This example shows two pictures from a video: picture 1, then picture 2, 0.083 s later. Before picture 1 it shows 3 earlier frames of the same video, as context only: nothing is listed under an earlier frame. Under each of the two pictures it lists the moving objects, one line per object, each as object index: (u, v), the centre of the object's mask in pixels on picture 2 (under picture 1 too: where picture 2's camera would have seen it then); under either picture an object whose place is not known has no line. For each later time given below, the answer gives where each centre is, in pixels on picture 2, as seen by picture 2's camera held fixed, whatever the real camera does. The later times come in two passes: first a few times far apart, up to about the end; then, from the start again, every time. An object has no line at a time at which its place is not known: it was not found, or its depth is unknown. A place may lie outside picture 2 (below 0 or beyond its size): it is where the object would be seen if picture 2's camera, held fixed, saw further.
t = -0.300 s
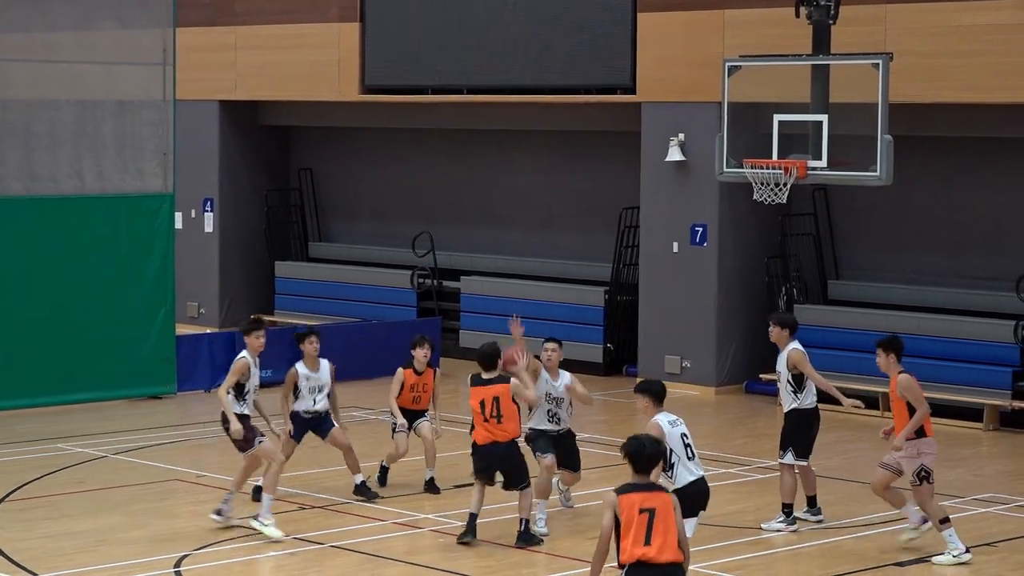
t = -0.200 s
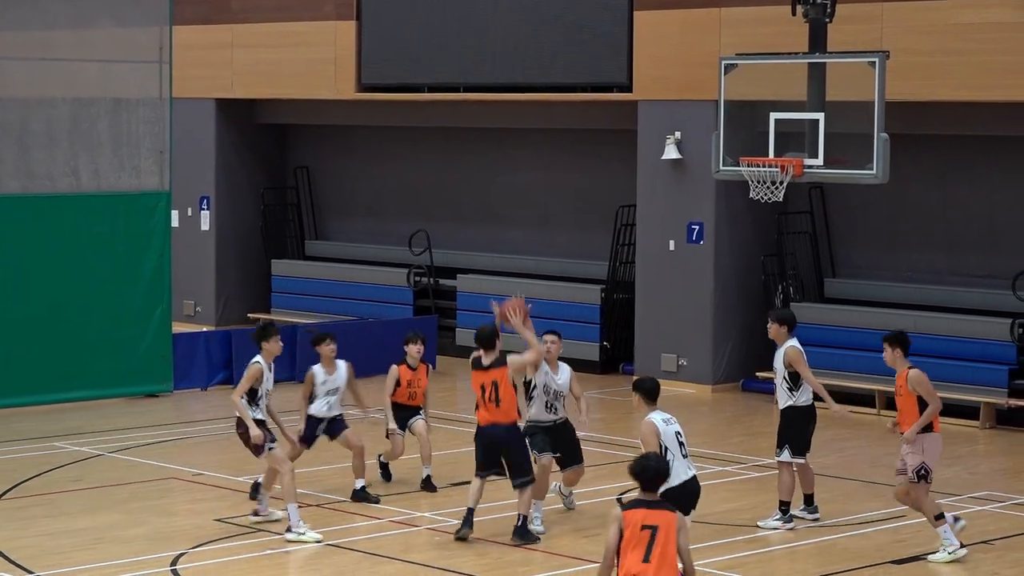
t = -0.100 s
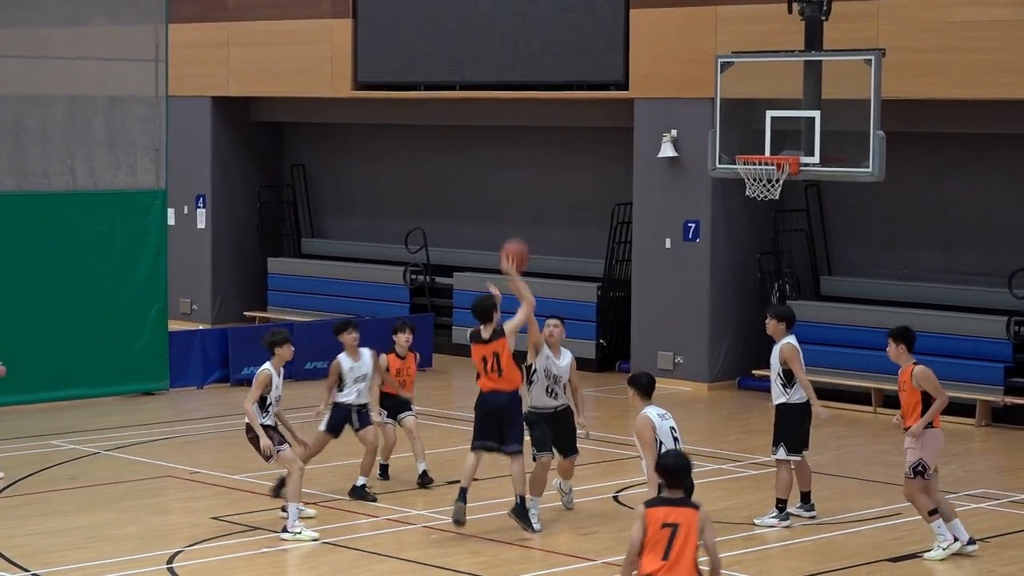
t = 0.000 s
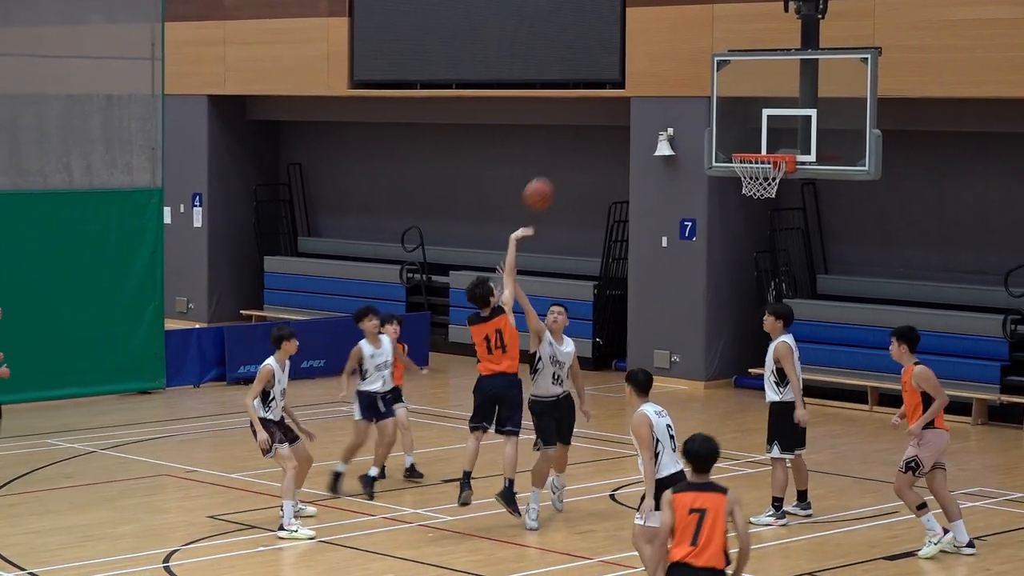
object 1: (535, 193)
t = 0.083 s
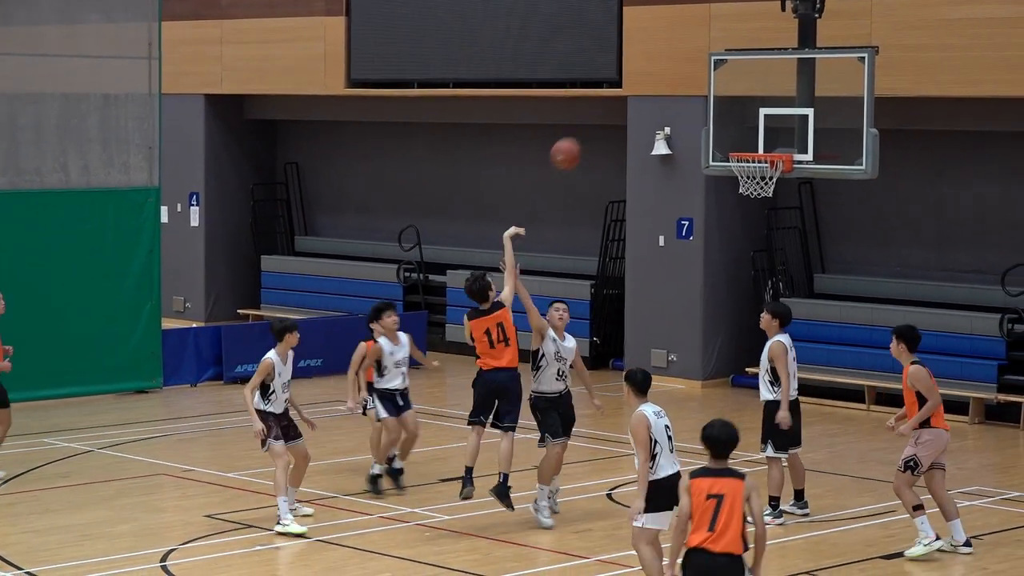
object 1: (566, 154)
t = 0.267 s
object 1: (629, 97)
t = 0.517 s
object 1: (707, 85)
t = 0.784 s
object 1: (738, 140)
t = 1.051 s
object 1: (706, 137)
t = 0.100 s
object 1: (572, 147)
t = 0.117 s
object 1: (577, 140)
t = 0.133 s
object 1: (583, 134)
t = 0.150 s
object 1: (589, 129)
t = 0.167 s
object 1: (594, 123)
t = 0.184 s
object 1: (601, 118)
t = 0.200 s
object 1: (606, 113)
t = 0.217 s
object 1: (612, 110)
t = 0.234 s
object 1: (617, 105)
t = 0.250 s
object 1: (623, 102)
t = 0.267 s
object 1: (629, 97)
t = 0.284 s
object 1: (634, 94)
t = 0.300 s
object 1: (640, 91)
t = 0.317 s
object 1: (645, 89)
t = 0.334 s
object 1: (650, 87)
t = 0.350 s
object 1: (656, 84)
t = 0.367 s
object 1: (661, 83)
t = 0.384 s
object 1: (666, 82)
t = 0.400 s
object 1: (672, 81)
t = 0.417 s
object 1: (676, 82)
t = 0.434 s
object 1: (682, 81)
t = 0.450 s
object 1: (687, 81)
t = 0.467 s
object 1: (692, 82)
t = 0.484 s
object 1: (697, 82)
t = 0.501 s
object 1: (703, 83)
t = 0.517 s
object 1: (707, 85)
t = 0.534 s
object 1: (713, 86)
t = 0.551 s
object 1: (718, 88)
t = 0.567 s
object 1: (723, 91)
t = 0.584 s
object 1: (728, 93)
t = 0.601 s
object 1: (733, 96)
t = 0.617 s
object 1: (738, 99)
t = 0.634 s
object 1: (742, 102)
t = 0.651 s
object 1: (746, 105)
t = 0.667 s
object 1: (751, 108)
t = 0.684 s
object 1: (756, 112)
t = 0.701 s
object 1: (757, 117)
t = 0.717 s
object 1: (754, 121)
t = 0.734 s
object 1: (749, 126)
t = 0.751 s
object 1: (746, 130)
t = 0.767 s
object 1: (742, 135)
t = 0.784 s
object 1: (738, 140)
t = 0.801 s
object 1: (736, 139)
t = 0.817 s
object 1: (734, 137)
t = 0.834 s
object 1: (732, 135)
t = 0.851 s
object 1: (731, 134)
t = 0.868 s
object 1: (728, 132)
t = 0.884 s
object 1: (727, 131)
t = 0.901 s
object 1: (725, 131)
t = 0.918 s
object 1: (723, 129)
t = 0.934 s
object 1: (721, 129)
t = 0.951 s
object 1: (719, 129)
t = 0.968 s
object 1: (717, 130)
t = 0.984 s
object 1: (715, 131)
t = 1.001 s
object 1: (713, 132)
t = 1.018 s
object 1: (710, 133)
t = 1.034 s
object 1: (708, 135)
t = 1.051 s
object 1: (706, 137)
